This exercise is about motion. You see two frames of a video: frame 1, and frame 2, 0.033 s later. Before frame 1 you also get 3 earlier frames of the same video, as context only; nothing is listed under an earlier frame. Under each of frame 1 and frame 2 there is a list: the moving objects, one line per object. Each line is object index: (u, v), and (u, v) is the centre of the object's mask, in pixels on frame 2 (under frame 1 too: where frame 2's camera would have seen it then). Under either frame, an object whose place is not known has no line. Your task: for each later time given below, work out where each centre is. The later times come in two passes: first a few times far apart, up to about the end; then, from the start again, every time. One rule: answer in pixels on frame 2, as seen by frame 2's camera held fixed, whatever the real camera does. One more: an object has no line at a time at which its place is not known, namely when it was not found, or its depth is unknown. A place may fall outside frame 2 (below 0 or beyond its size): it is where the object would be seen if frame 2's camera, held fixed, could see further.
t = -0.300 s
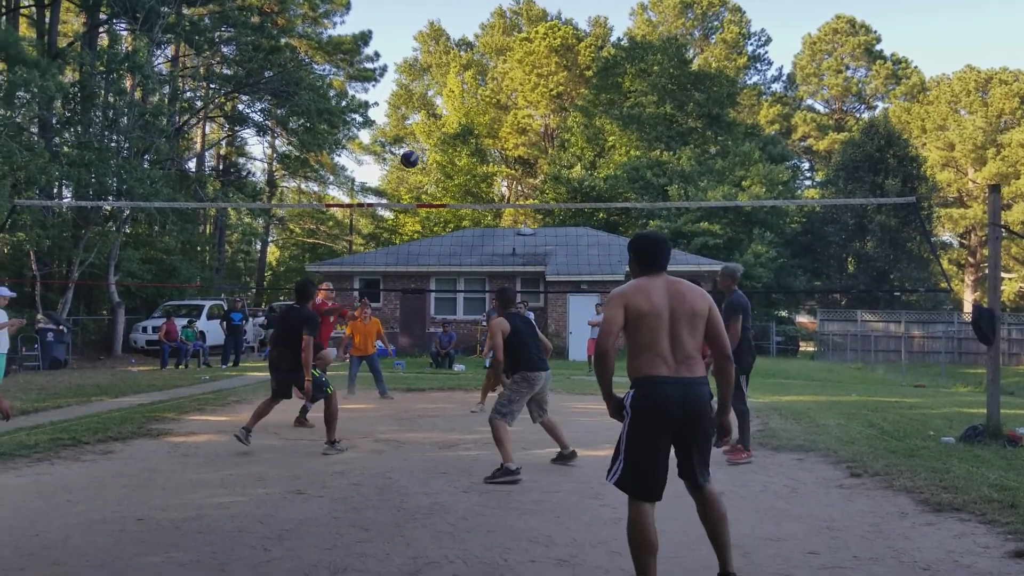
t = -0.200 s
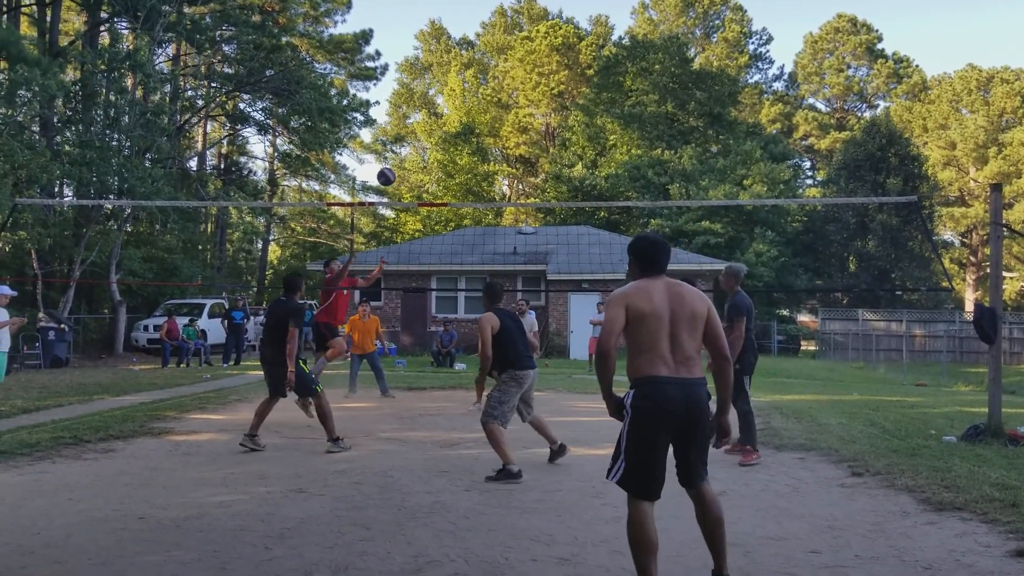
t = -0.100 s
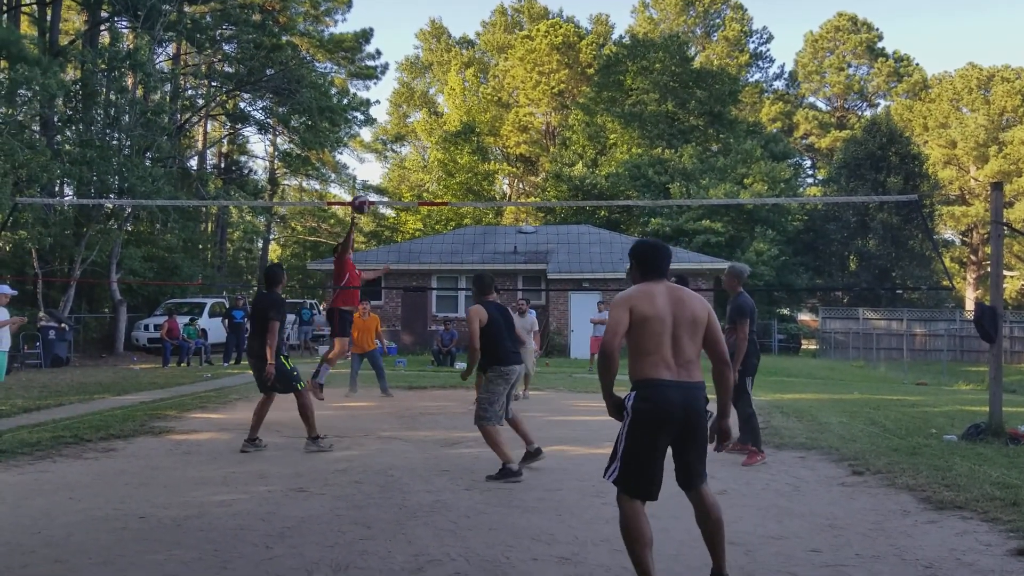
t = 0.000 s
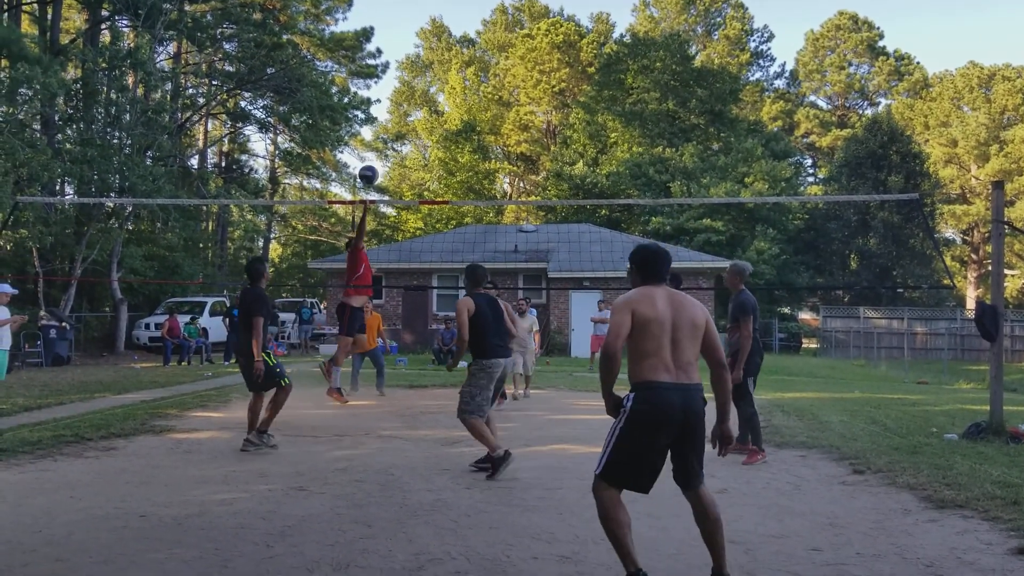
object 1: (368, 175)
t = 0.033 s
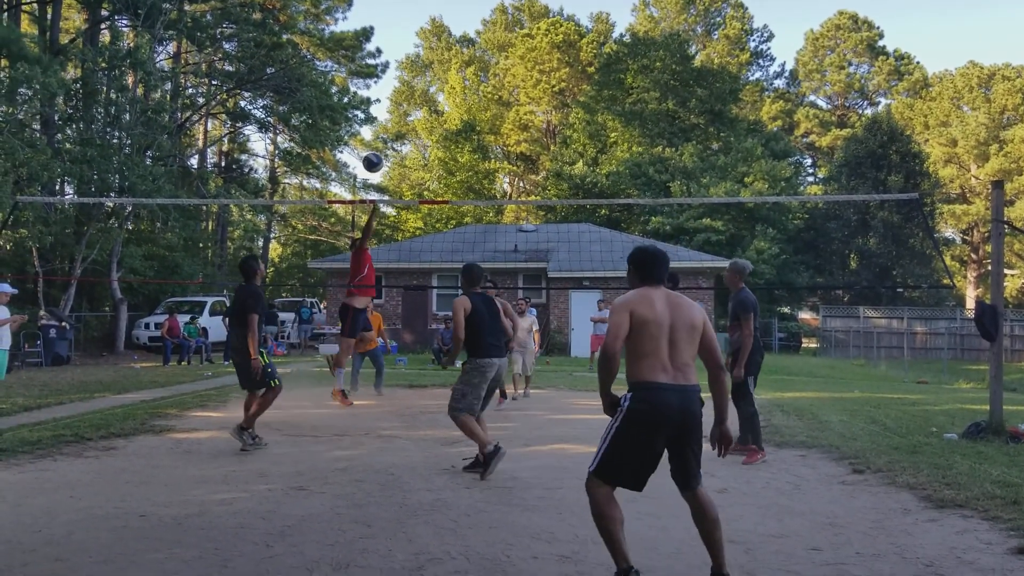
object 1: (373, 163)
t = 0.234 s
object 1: (401, 107)
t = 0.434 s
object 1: (437, 86)
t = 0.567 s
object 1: (466, 96)
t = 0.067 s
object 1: (377, 152)
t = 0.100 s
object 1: (382, 142)
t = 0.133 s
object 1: (387, 132)
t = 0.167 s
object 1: (392, 123)
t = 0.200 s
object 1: (396, 115)
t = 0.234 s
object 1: (401, 107)
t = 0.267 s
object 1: (407, 101)
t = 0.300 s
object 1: (413, 96)
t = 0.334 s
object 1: (419, 91)
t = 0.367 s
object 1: (425, 89)
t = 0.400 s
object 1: (431, 87)
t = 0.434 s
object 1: (437, 86)
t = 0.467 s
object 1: (444, 86)
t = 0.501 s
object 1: (451, 88)
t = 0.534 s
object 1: (458, 92)
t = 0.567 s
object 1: (466, 96)
